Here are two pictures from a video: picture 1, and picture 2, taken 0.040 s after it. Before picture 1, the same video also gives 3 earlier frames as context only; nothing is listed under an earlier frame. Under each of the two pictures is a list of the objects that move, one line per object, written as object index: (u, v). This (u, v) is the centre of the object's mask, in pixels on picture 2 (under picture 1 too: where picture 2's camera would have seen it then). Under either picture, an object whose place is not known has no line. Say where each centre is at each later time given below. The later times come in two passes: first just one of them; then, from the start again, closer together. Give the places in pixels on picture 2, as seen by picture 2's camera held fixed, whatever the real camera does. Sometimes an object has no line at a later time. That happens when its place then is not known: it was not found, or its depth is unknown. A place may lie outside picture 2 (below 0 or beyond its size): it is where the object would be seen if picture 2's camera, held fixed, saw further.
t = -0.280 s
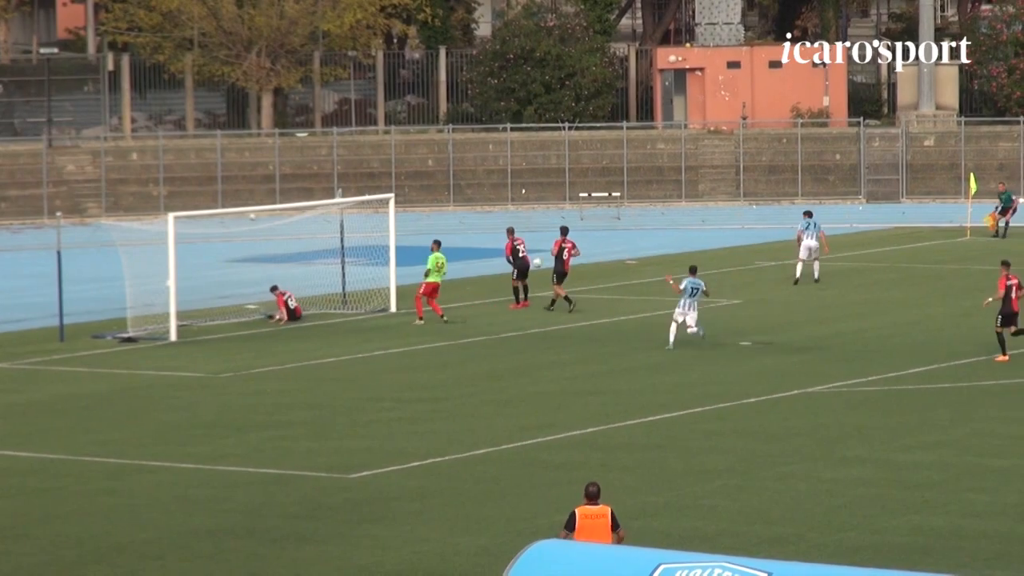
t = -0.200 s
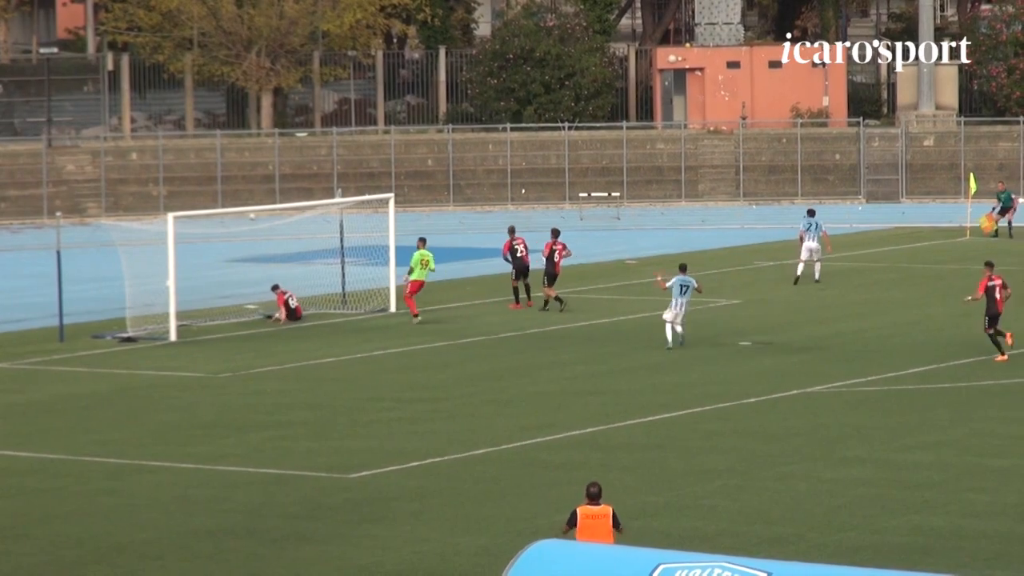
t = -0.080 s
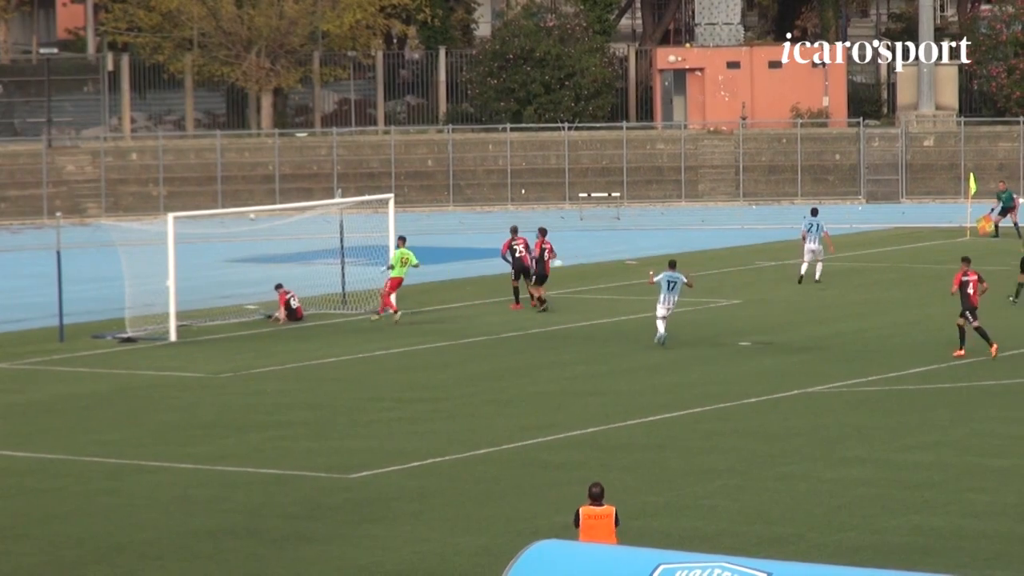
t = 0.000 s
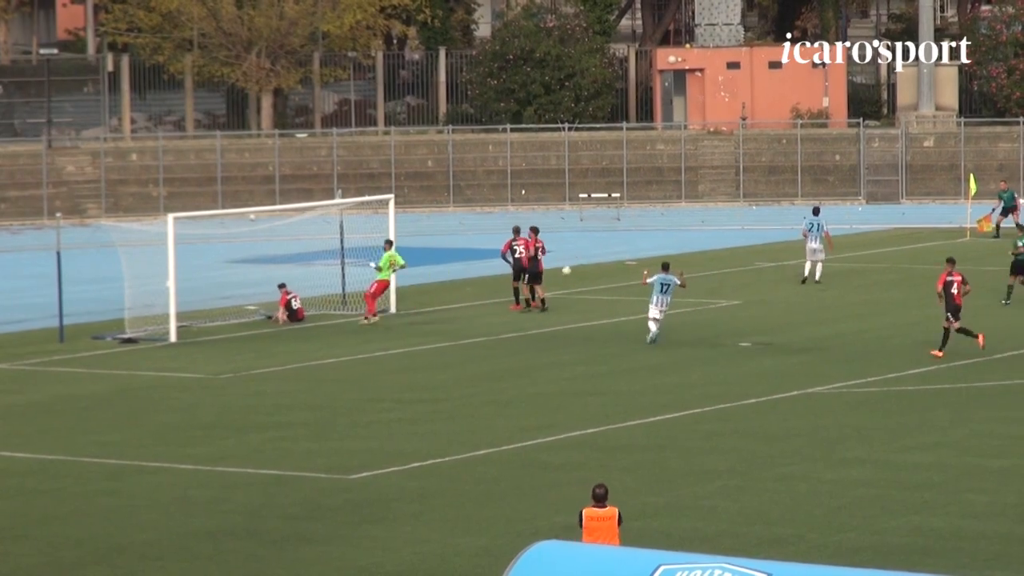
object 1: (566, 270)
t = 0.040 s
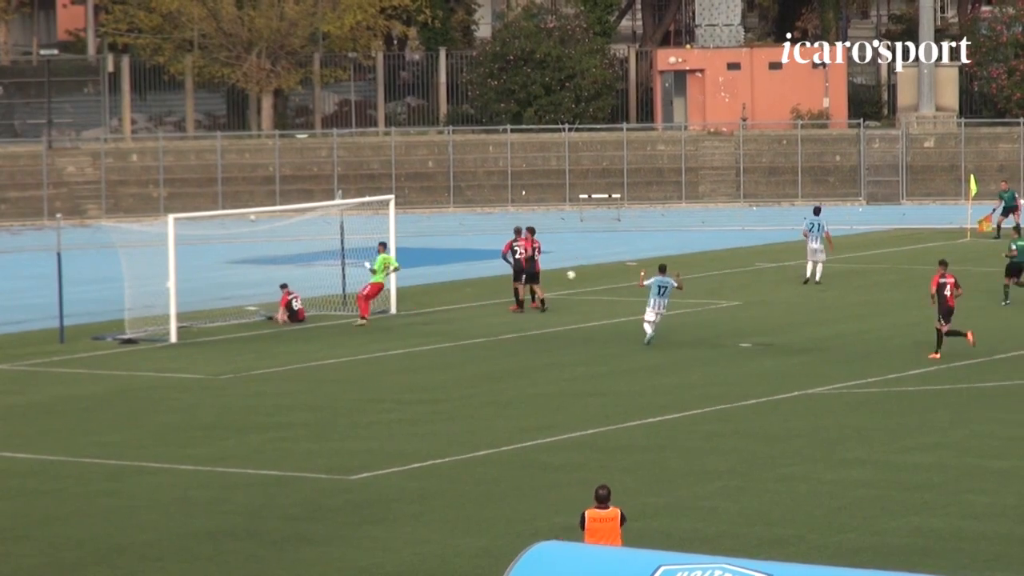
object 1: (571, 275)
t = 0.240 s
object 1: (591, 268)
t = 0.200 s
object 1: (587, 271)
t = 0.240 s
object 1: (591, 268)
